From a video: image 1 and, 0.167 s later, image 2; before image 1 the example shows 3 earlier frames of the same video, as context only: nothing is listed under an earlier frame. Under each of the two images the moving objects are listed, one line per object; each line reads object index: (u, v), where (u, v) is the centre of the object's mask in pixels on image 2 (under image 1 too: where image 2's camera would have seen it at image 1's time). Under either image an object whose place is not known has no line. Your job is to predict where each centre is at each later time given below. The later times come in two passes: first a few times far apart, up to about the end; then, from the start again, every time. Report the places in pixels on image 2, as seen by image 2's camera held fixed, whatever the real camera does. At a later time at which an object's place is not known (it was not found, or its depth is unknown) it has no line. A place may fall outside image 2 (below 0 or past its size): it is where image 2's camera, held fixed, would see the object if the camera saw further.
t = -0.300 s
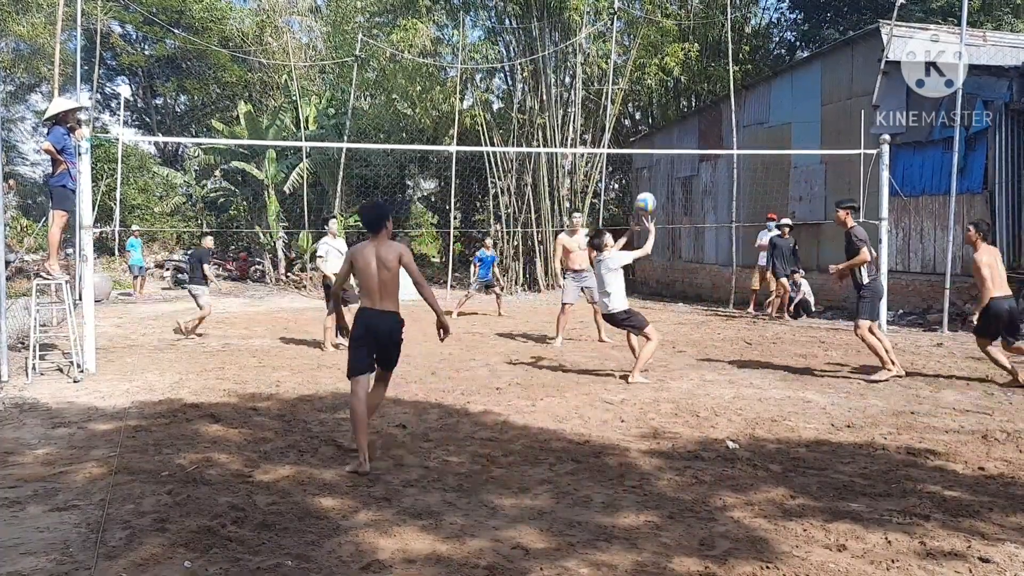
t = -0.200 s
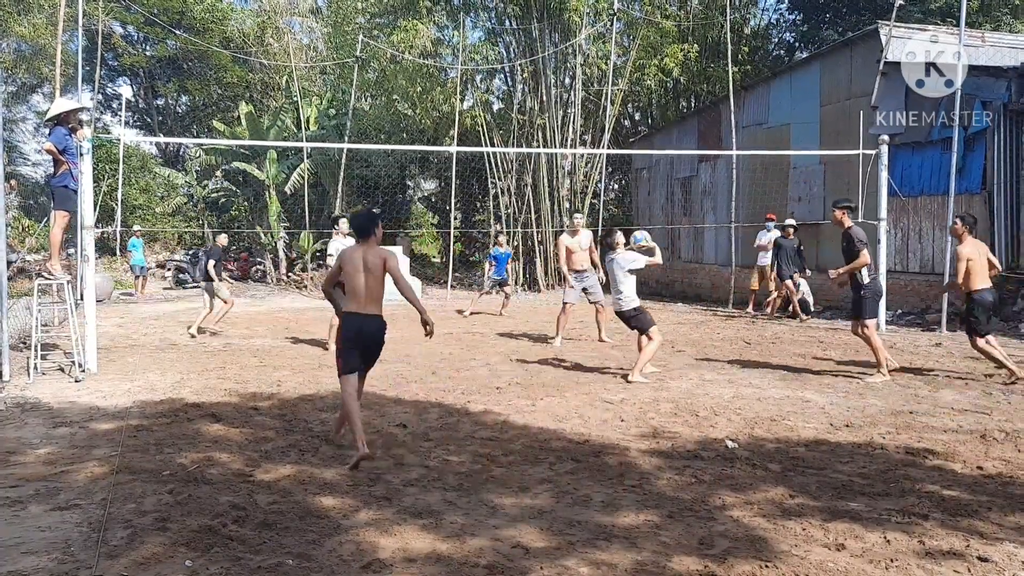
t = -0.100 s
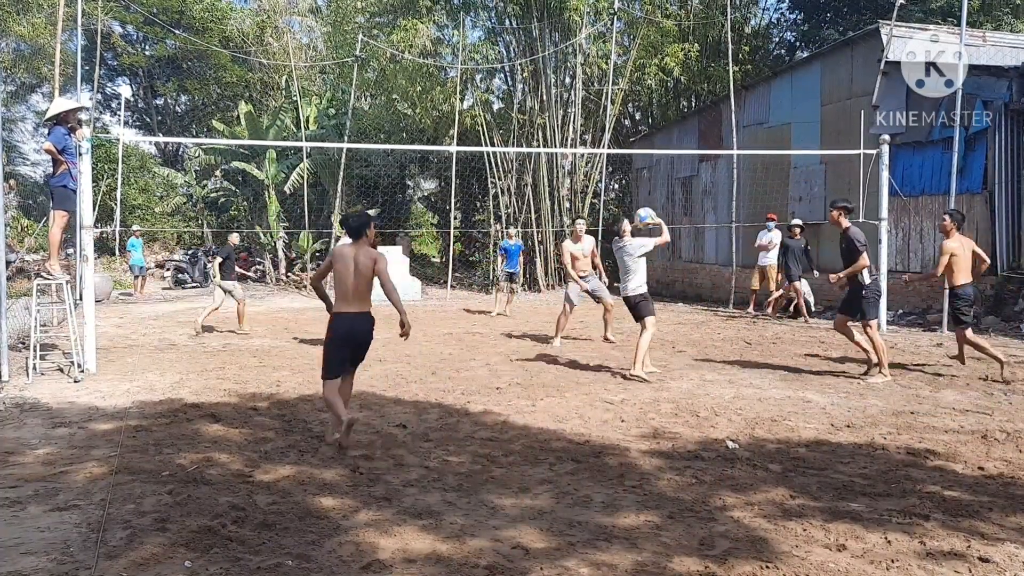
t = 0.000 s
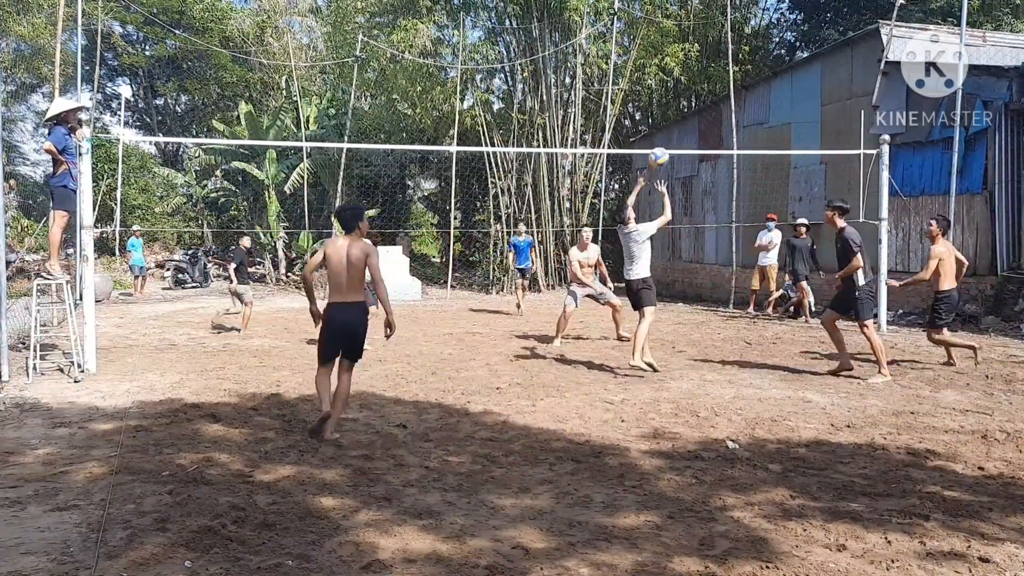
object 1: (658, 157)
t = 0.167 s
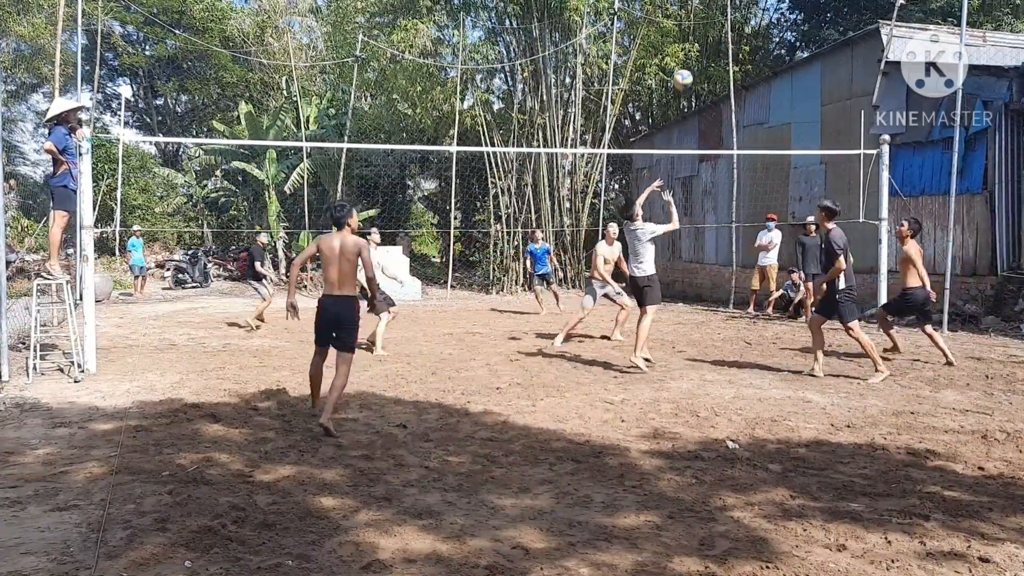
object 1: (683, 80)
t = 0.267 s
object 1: (695, 48)
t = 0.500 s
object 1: (723, 12)
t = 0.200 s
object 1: (687, 68)
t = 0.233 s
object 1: (691, 57)
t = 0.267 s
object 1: (695, 48)
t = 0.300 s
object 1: (699, 40)
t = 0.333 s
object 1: (704, 33)
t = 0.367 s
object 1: (708, 27)
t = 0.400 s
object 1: (711, 22)
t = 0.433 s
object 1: (716, 17)
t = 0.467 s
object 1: (719, 15)
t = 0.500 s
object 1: (723, 12)
